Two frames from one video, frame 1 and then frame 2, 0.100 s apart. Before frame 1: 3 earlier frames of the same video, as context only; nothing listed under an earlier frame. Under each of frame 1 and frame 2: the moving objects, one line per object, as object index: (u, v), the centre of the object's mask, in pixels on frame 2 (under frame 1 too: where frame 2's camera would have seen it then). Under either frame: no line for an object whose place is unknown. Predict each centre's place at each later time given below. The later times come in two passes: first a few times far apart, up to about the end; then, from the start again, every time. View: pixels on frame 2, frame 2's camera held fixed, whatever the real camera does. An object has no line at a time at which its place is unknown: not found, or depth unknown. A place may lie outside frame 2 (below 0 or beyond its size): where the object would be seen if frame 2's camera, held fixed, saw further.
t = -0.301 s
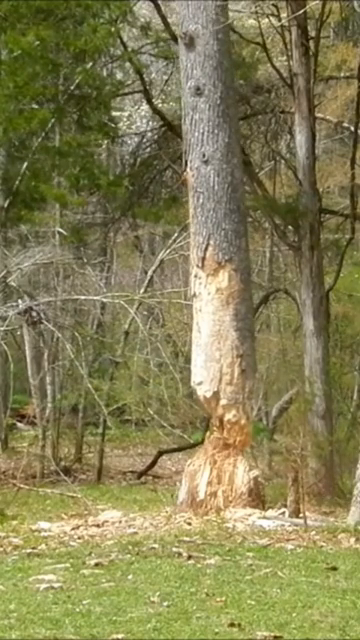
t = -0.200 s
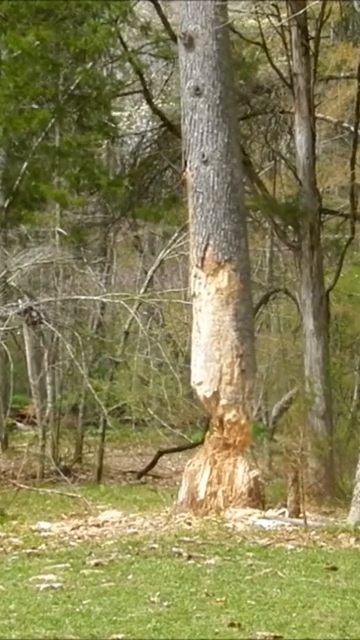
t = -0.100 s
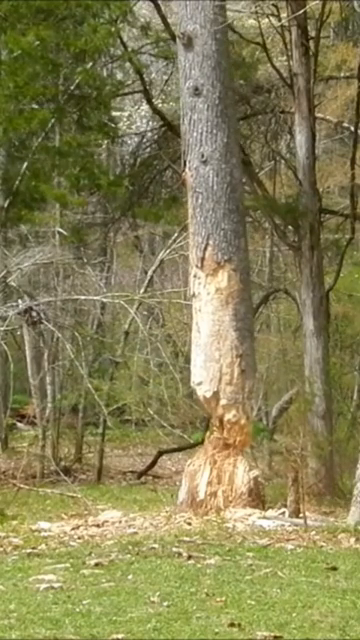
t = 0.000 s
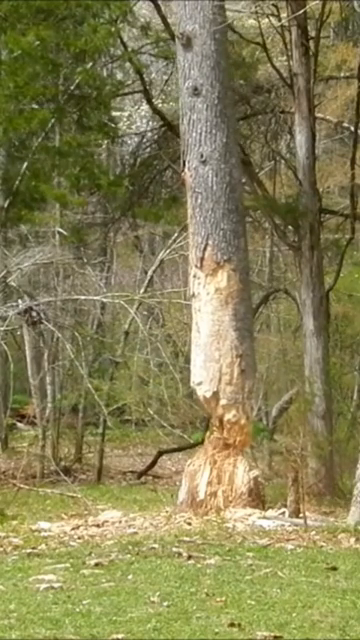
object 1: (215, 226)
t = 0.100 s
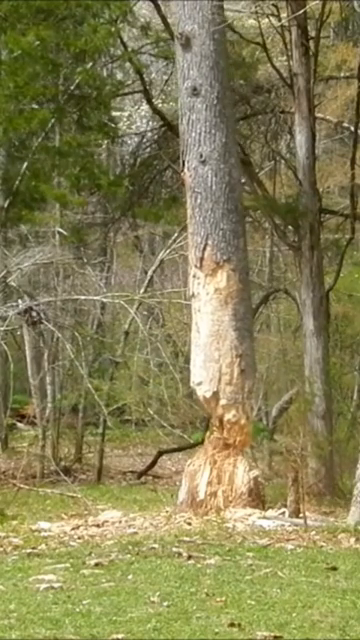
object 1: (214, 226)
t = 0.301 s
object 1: (213, 225)
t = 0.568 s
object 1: (211, 226)
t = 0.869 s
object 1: (208, 226)
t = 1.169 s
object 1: (203, 227)
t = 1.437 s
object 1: (196, 225)
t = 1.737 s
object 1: (187, 227)
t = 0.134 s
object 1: (214, 225)
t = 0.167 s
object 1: (214, 225)
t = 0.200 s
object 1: (214, 225)
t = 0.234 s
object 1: (213, 225)
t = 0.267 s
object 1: (213, 225)
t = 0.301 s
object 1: (213, 225)
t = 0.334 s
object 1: (213, 225)
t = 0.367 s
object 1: (212, 225)
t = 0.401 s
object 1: (212, 226)
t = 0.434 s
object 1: (212, 226)
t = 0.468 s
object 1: (212, 226)
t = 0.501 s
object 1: (211, 226)
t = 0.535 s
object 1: (211, 226)
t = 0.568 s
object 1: (211, 226)
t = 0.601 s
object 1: (210, 227)
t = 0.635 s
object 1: (210, 227)
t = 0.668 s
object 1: (210, 227)
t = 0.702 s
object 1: (209, 226)
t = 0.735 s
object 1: (209, 227)
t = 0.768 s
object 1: (209, 226)
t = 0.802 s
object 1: (208, 226)
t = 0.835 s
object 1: (208, 226)
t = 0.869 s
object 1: (208, 226)
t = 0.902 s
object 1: (207, 226)
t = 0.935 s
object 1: (206, 226)
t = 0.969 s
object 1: (206, 226)
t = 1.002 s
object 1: (205, 226)
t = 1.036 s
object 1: (205, 227)
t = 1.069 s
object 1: (204, 227)
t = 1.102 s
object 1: (204, 227)
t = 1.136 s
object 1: (203, 227)
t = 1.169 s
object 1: (203, 227)
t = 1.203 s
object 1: (202, 227)
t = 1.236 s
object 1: (201, 226)
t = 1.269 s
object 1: (200, 226)
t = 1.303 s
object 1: (200, 226)
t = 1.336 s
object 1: (199, 225)
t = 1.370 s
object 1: (198, 225)
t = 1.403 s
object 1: (197, 225)
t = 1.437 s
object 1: (196, 225)
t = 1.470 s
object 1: (196, 226)
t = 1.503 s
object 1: (195, 226)
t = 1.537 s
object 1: (194, 227)
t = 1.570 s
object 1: (193, 226)
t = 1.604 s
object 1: (192, 226)
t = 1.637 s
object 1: (191, 227)
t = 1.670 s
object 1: (190, 227)
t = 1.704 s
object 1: (189, 227)
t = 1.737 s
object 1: (187, 227)
